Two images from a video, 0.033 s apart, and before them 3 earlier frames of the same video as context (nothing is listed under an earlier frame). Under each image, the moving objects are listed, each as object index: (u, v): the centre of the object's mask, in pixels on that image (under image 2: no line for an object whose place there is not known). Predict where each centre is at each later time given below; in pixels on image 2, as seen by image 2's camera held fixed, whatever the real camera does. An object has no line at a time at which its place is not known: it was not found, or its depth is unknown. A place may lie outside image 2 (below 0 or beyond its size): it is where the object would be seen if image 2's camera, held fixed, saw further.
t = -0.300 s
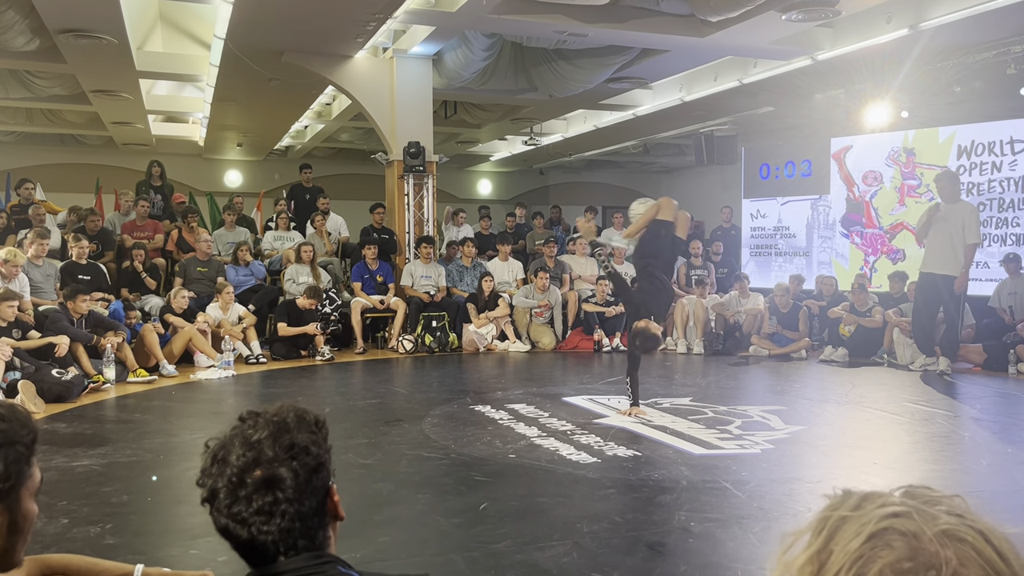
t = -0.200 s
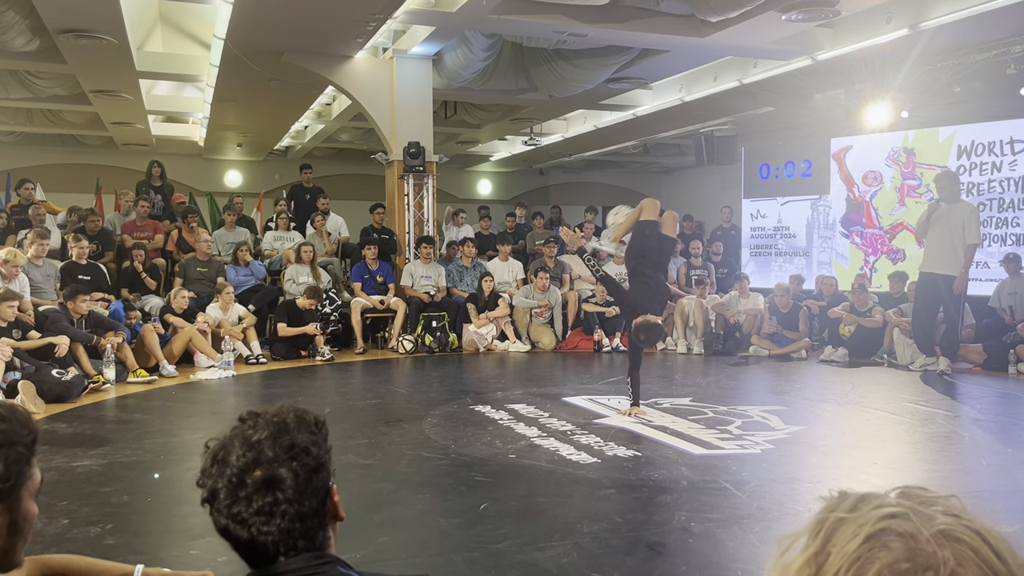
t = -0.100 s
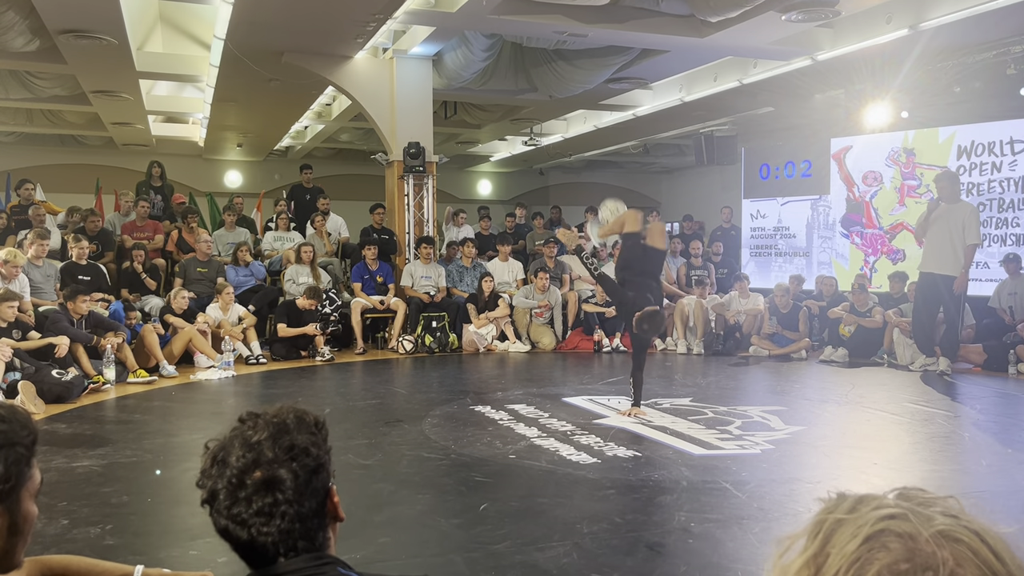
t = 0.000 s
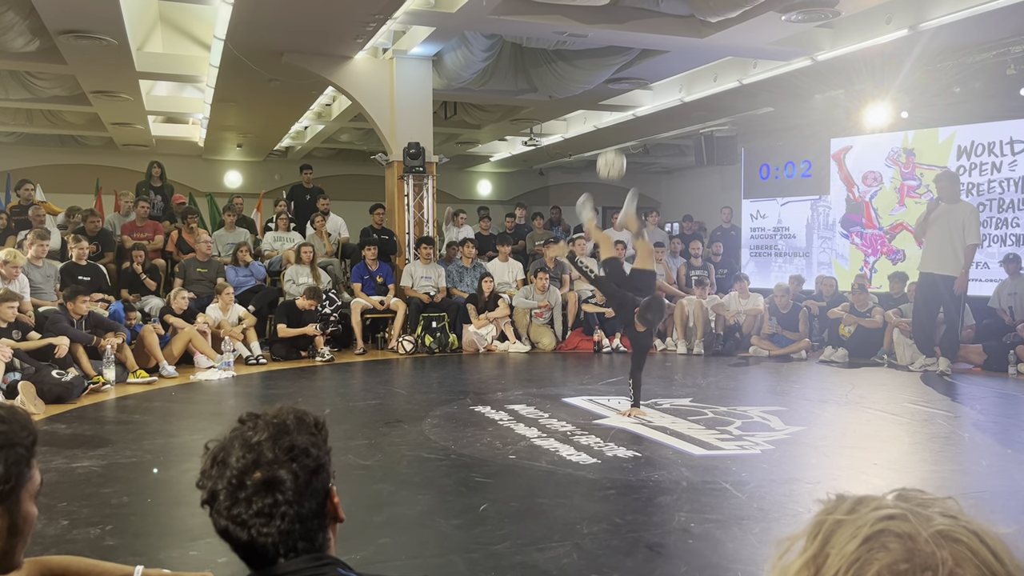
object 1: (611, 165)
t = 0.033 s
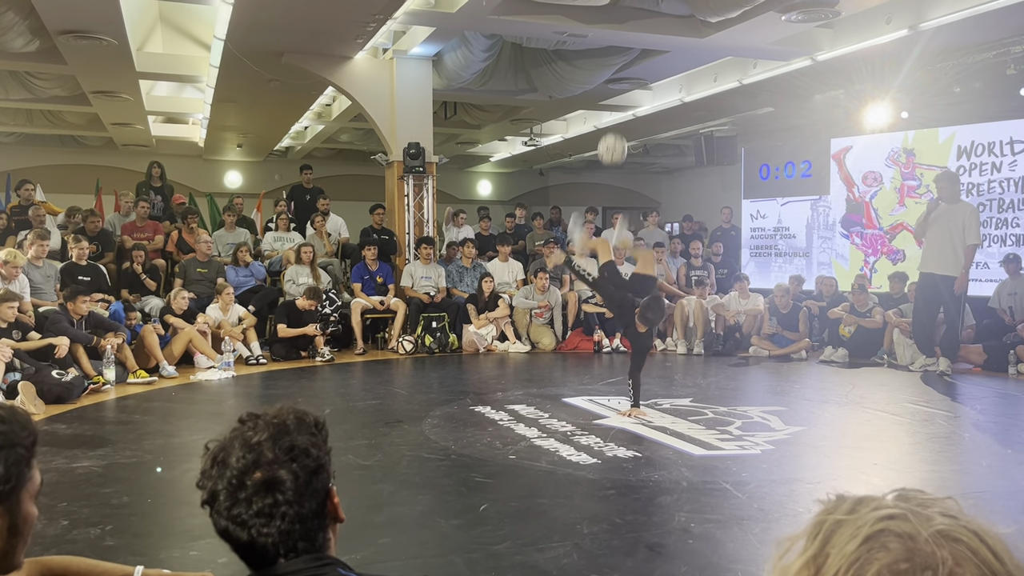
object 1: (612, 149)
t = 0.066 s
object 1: (613, 136)
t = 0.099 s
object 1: (614, 124)
